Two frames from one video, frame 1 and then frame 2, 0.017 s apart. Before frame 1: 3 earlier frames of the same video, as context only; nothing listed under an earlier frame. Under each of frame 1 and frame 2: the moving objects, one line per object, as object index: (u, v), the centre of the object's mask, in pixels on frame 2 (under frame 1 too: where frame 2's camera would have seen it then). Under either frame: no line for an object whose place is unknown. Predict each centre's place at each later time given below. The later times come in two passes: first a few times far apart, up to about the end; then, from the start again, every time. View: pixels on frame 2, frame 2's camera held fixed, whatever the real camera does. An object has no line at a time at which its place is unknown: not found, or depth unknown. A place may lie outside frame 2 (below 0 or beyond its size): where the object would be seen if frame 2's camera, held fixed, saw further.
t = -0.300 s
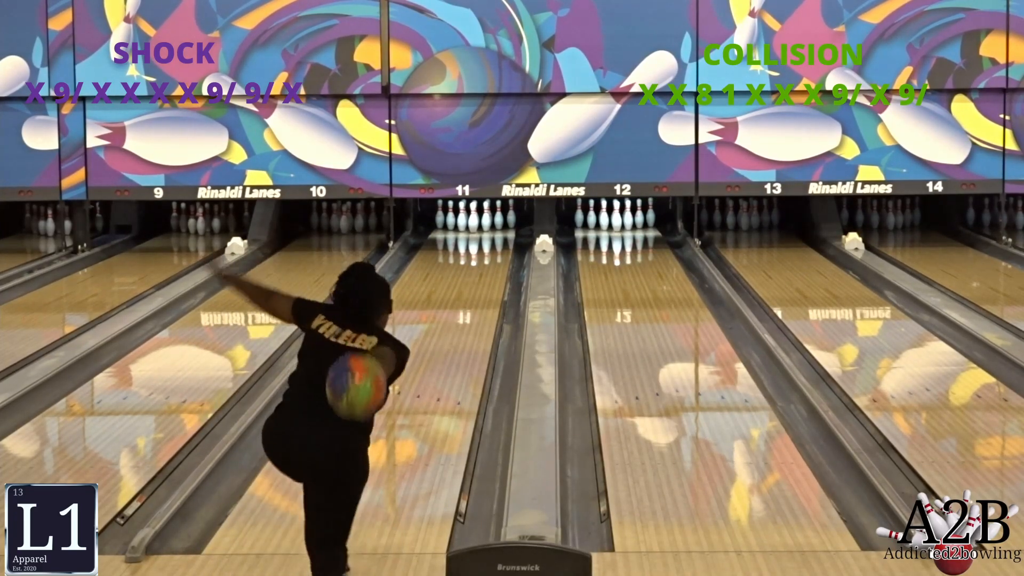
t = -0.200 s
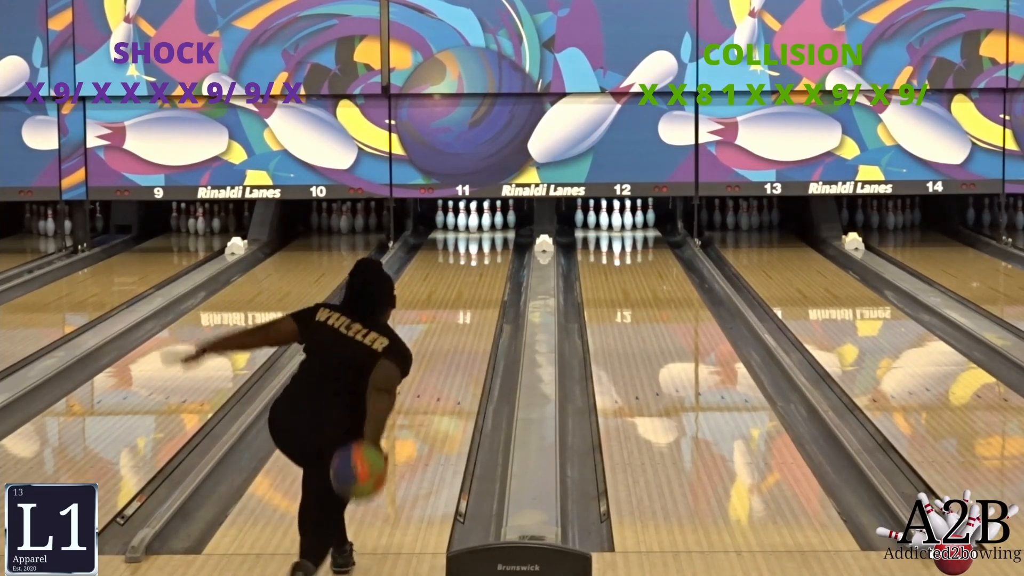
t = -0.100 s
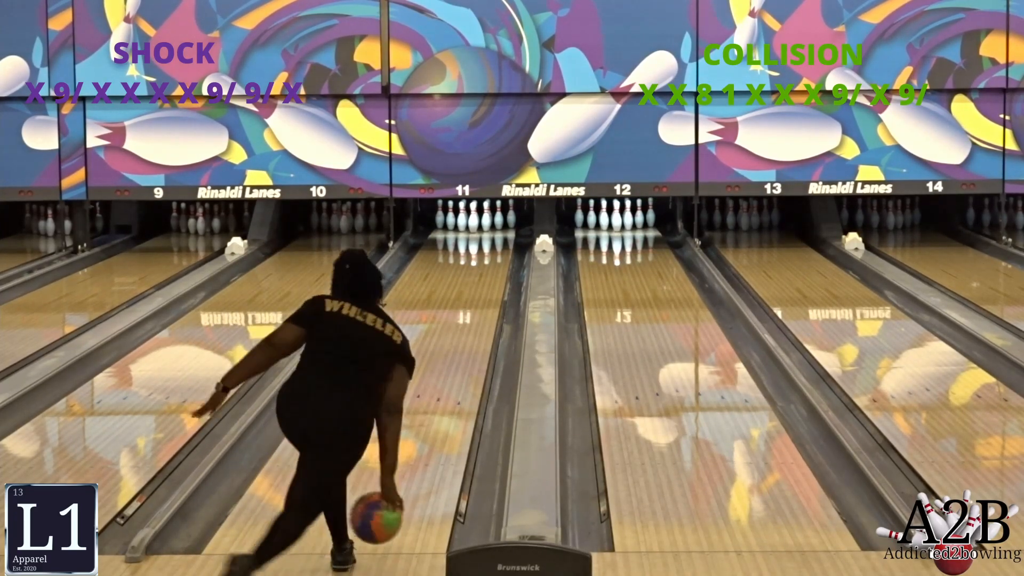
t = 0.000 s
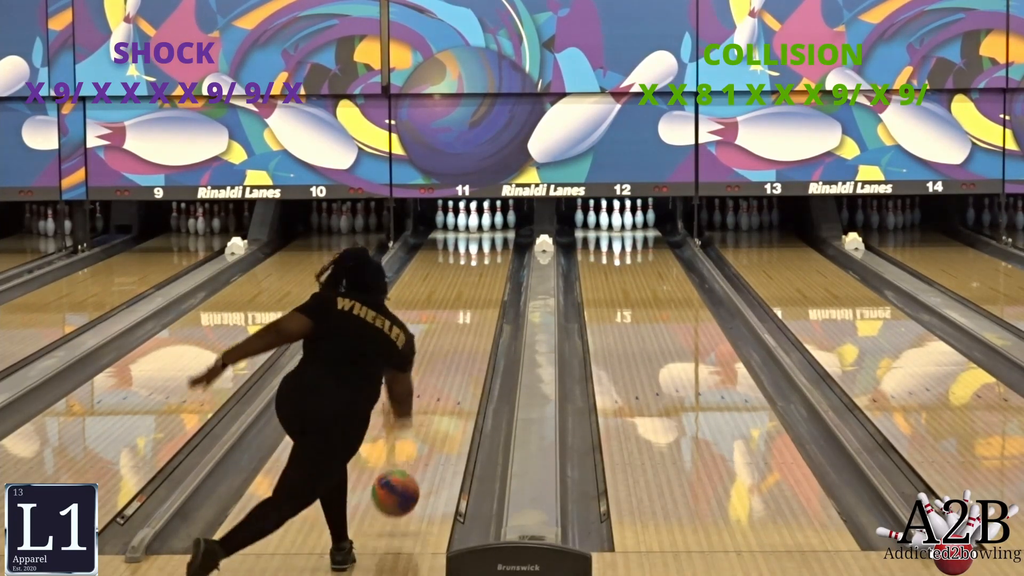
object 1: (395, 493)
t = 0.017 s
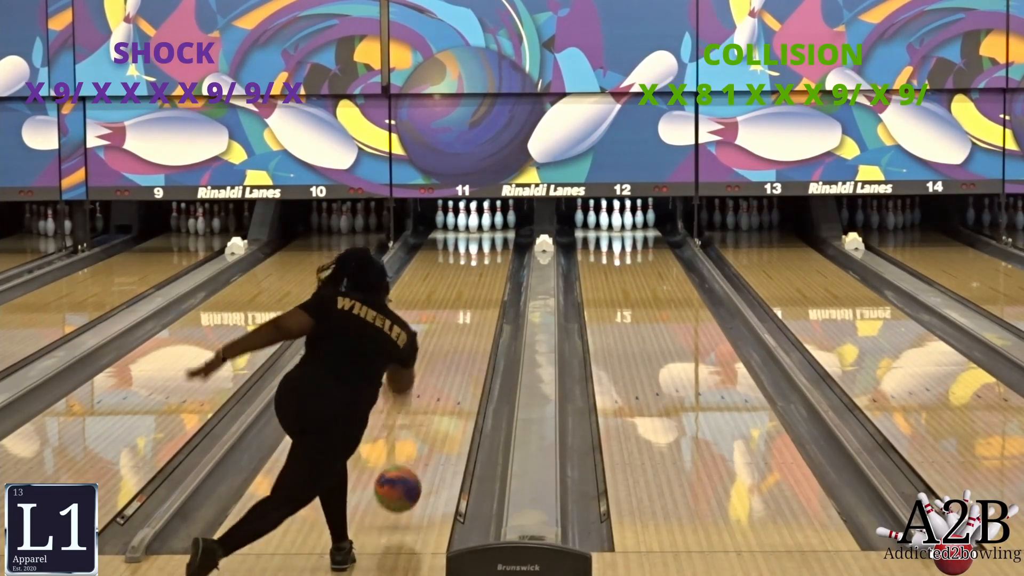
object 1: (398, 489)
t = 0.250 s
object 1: (425, 435)
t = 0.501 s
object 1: (444, 382)
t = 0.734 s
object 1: (458, 345)
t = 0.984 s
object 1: (469, 313)
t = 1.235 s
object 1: (477, 289)
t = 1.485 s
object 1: (482, 269)
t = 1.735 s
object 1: (485, 253)
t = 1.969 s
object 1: (486, 241)
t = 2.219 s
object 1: (482, 229)
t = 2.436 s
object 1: (483, 223)
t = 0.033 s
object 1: (400, 486)
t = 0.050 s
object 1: (402, 483)
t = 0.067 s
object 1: (404, 481)
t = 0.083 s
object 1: (406, 480)
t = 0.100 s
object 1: (409, 477)
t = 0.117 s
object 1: (411, 470)
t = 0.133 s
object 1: (412, 464)
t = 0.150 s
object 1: (414, 459)
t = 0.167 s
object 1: (416, 456)
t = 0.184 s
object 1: (418, 451)
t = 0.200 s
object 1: (420, 448)
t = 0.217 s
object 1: (421, 443)
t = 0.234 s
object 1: (423, 439)
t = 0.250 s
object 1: (425, 435)
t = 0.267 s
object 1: (426, 431)
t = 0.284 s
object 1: (428, 427)
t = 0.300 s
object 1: (429, 423)
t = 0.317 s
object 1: (431, 419)
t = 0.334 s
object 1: (432, 415)
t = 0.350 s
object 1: (433, 411)
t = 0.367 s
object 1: (435, 408)
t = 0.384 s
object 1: (436, 405)
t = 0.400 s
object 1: (437, 401)
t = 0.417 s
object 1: (439, 397)
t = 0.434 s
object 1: (440, 394)
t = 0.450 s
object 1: (441, 391)
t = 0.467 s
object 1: (442, 388)
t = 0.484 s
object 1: (443, 385)
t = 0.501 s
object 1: (444, 382)
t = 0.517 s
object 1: (446, 379)
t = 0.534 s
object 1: (447, 376)
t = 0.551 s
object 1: (448, 374)
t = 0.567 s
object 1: (449, 370)
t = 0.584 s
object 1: (450, 368)
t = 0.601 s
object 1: (451, 365)
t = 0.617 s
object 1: (452, 362)
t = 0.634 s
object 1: (452, 360)
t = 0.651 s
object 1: (454, 357)
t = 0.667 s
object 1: (455, 355)
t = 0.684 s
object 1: (455, 352)
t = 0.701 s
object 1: (456, 349)
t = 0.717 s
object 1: (457, 347)
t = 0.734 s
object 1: (458, 345)
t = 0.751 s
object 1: (459, 343)
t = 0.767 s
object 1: (460, 340)
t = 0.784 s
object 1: (461, 338)
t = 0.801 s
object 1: (461, 336)
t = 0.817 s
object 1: (462, 334)
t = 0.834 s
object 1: (463, 331)
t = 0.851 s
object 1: (463, 329)
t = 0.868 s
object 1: (464, 327)
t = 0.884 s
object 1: (465, 325)
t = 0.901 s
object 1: (465, 323)
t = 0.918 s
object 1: (466, 321)
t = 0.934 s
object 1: (467, 320)
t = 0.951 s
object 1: (467, 318)
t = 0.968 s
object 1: (468, 315)
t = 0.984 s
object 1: (469, 313)
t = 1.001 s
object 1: (469, 312)
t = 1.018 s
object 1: (470, 311)
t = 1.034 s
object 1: (471, 308)
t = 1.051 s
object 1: (471, 306)
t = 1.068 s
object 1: (471, 305)
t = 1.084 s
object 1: (472, 304)
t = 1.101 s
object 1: (472, 302)
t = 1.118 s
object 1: (473, 300)
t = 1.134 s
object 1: (474, 299)
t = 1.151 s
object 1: (478, 296)
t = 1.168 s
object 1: (476, 295)
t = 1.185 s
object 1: (476, 294)
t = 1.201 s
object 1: (477, 292)
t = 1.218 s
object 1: (477, 290)
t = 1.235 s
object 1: (477, 289)
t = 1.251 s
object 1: (478, 288)
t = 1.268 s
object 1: (478, 286)
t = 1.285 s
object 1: (478, 285)
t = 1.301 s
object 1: (478, 284)
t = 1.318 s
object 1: (479, 282)
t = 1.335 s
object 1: (479, 281)
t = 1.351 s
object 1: (480, 279)
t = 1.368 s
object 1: (480, 278)
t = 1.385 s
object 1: (481, 277)
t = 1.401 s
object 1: (481, 275)
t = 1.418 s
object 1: (481, 275)
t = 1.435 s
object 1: (482, 273)
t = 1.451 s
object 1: (483, 271)
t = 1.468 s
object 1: (484, 269)
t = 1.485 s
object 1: (482, 269)
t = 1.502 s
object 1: (483, 268)
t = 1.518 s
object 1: (483, 267)
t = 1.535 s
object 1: (483, 266)
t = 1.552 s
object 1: (483, 264)
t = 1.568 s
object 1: (484, 263)
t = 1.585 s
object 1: (484, 262)
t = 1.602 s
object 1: (484, 261)
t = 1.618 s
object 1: (485, 260)
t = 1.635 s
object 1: (485, 259)
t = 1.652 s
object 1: (486, 258)
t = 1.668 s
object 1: (486, 257)
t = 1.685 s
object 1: (486, 256)
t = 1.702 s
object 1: (486, 255)
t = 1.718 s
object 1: (486, 254)
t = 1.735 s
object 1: (485, 253)
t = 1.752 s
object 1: (485, 252)
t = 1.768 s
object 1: (486, 252)
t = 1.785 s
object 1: (486, 250)
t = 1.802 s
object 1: (486, 249)
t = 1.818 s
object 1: (486, 249)
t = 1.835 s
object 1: (486, 248)
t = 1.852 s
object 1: (486, 246)
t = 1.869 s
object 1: (487, 245)
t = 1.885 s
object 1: (486, 244)
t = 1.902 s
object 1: (487, 244)
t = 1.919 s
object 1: (486, 243)
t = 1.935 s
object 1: (486, 242)
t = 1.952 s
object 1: (486, 241)
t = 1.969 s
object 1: (486, 241)
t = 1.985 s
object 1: (486, 240)
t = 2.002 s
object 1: (486, 239)
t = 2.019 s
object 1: (486, 239)
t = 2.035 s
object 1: (486, 238)
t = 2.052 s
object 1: (486, 237)
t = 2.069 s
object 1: (485, 237)
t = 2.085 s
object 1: (485, 235)
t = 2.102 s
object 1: (485, 235)
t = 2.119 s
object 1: (484, 234)
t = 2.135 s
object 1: (484, 233)
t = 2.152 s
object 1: (484, 232)
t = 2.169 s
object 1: (483, 231)
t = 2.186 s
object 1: (483, 230)
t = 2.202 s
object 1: (483, 230)
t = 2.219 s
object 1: (482, 229)
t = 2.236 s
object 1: (482, 228)
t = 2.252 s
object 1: (481, 228)
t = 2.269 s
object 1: (481, 227)
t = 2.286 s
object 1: (481, 226)
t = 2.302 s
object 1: (481, 226)
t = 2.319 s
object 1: (481, 225)
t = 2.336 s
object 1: (481, 224)
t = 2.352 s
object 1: (481, 224)
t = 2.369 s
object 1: (482, 224)
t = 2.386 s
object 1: (481, 223)
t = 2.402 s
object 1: (482, 223)
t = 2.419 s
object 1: (482, 223)
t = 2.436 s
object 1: (483, 223)
